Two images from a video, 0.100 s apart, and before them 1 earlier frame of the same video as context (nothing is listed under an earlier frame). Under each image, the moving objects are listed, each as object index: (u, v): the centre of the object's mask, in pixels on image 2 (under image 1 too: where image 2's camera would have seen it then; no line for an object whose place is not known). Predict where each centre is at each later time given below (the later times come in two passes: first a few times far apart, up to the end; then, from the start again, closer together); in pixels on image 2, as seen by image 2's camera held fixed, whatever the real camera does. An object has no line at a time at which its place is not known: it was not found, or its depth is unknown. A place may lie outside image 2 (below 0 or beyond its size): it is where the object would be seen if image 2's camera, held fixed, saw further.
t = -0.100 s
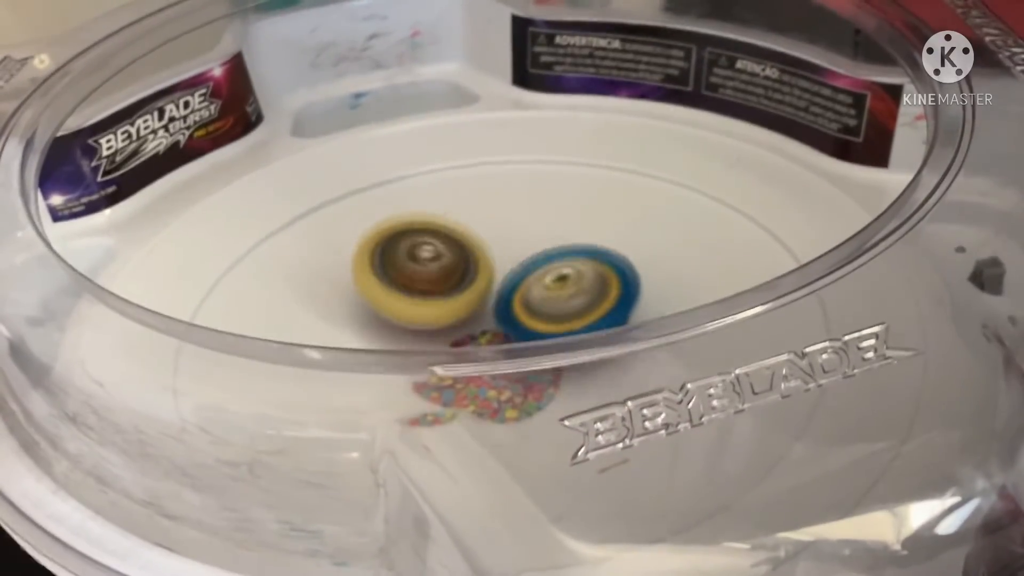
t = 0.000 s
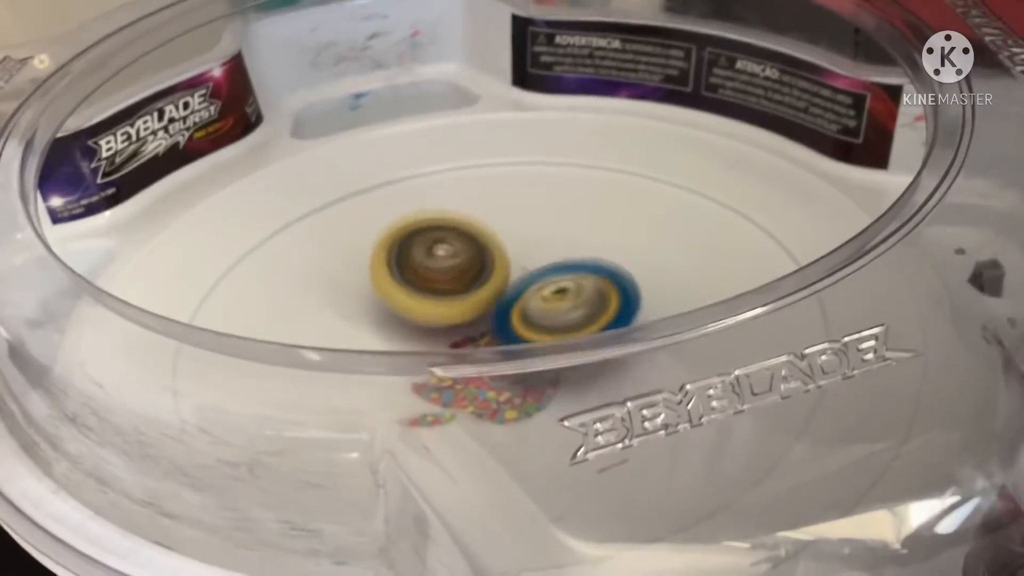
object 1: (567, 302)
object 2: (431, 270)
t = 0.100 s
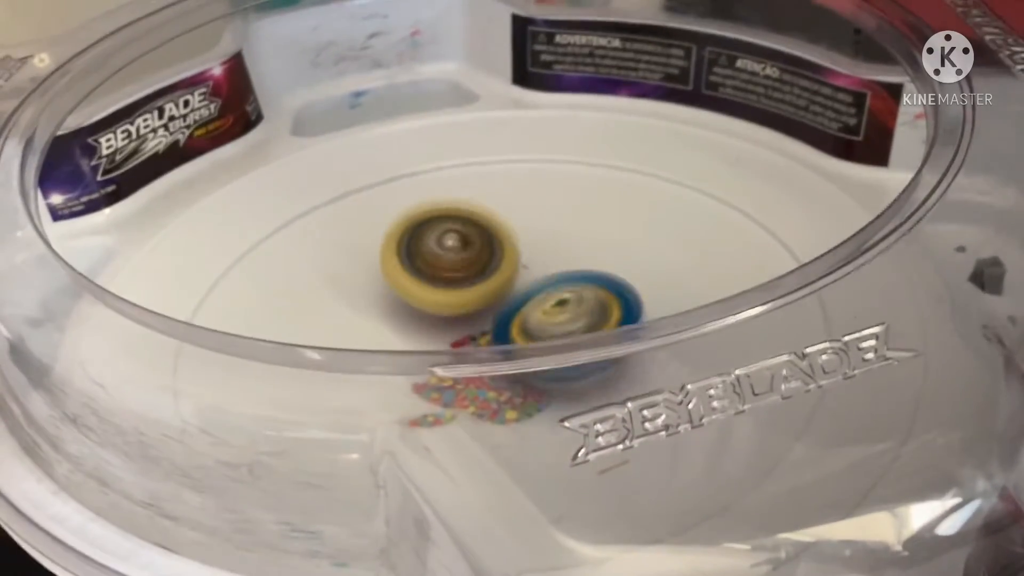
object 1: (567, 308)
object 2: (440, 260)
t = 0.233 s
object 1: (559, 334)
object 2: (457, 258)
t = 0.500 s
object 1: (516, 374)
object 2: (501, 248)
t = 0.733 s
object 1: (466, 380)
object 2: (514, 261)
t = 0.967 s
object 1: (429, 347)
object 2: (528, 279)
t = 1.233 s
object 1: (401, 314)
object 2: (533, 287)
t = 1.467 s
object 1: (400, 292)
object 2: (536, 291)
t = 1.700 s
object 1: (416, 265)
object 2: (556, 300)
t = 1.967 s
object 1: (464, 251)
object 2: (529, 313)
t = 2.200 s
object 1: (520, 248)
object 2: (500, 334)
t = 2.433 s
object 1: (557, 272)
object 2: (448, 328)
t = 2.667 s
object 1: (568, 294)
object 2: (408, 320)
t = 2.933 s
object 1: (562, 311)
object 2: (360, 307)
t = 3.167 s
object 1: (518, 323)
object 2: (372, 294)
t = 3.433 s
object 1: (487, 349)
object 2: (427, 237)
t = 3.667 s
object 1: (460, 322)
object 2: (429, 182)
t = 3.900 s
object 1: (465, 303)
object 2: (441, 208)
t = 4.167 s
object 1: (464, 312)
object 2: (528, 228)
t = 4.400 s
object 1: (474, 315)
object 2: (604, 254)
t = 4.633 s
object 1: (475, 313)
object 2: (611, 275)
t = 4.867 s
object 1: (443, 314)
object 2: (626, 288)
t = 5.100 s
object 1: (445, 306)
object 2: (582, 329)
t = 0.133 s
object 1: (566, 323)
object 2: (443, 260)
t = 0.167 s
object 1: (564, 327)
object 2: (446, 259)
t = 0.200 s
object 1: (561, 332)
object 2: (451, 258)
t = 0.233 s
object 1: (559, 334)
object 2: (457, 258)
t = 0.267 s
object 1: (556, 337)
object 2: (464, 258)
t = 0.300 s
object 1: (551, 338)
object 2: (471, 258)
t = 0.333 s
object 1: (544, 341)
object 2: (478, 259)
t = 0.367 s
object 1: (541, 344)
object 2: (485, 261)
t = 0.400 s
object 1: (534, 343)
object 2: (490, 261)
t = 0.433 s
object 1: (530, 374)
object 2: (496, 254)
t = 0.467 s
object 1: (524, 374)
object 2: (499, 248)
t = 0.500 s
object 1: (516, 374)
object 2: (501, 248)
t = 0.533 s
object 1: (511, 375)
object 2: (503, 249)
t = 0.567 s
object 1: (502, 376)
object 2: (504, 250)
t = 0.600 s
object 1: (494, 377)
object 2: (506, 251)
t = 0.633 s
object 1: (486, 377)
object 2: (508, 253)
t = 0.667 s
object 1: (480, 378)
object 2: (510, 255)
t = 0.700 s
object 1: (473, 379)
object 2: (512, 258)
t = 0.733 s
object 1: (466, 380)
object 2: (514, 261)
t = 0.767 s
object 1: (463, 380)
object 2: (516, 266)
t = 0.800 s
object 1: (456, 350)
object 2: (518, 270)
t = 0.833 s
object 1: (450, 350)
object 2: (520, 273)
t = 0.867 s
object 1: (445, 349)
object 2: (524, 274)
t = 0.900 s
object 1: (436, 351)
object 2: (527, 275)
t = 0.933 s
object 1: (432, 350)
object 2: (528, 276)
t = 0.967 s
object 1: (429, 347)
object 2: (528, 279)
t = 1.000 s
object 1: (423, 341)
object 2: (529, 279)
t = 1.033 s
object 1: (414, 337)
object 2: (530, 278)
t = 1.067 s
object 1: (411, 325)
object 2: (530, 282)
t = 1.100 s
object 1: (410, 322)
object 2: (530, 282)
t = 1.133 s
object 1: (405, 320)
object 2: (534, 283)
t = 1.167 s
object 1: (402, 318)
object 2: (534, 285)
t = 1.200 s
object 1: (401, 316)
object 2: (533, 286)
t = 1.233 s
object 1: (401, 314)
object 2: (533, 287)
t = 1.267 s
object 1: (400, 311)
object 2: (535, 287)
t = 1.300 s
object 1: (399, 308)
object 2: (534, 287)
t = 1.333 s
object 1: (395, 306)
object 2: (539, 287)
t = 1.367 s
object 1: (396, 303)
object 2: (537, 288)
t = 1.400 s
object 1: (397, 299)
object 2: (537, 289)
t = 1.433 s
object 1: (399, 296)
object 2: (536, 290)
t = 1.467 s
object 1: (400, 292)
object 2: (536, 291)
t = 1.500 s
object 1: (404, 288)
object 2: (536, 293)
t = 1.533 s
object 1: (403, 283)
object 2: (542, 294)
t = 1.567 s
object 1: (403, 278)
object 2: (554, 295)
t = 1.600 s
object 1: (405, 275)
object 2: (558, 297)
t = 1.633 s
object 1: (408, 270)
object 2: (556, 298)
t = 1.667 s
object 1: (412, 267)
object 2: (557, 298)
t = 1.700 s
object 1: (416, 265)
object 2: (556, 300)
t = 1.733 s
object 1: (421, 262)
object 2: (555, 301)
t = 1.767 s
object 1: (427, 260)
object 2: (553, 303)
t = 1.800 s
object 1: (433, 258)
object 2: (551, 305)
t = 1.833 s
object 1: (440, 257)
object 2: (548, 306)
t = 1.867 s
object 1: (445, 255)
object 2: (544, 308)
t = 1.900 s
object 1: (451, 254)
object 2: (539, 309)
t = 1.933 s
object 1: (457, 252)
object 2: (534, 311)
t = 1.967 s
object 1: (464, 251)
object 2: (529, 313)
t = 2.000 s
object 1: (471, 249)
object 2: (528, 316)
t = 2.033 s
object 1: (480, 249)
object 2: (524, 318)
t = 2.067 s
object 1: (487, 248)
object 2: (520, 318)
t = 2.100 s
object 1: (495, 248)
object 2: (515, 320)
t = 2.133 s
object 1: (505, 247)
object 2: (509, 322)
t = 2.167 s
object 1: (512, 248)
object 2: (504, 324)
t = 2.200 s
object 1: (520, 248)
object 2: (500, 334)
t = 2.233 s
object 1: (527, 251)
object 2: (493, 326)
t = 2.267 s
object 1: (533, 251)
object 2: (485, 327)
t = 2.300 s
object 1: (538, 256)
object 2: (478, 338)
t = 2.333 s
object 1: (545, 258)
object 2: (471, 328)
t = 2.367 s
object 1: (550, 263)
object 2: (461, 329)
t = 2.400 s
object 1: (555, 264)
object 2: (457, 327)
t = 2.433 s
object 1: (557, 272)
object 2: (448, 328)
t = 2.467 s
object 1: (561, 273)
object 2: (438, 328)
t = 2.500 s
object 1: (564, 281)
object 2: (431, 330)
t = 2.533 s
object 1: (566, 281)
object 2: (427, 327)
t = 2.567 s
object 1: (567, 288)
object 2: (420, 327)
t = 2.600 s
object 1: (569, 288)
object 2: (414, 324)
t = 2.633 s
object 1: (567, 294)
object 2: (413, 325)
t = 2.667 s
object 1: (568, 294)
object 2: (408, 320)
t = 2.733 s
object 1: (577, 298)
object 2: (377, 318)
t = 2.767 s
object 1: (578, 301)
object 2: (371, 316)
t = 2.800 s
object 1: (577, 302)
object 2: (364, 314)
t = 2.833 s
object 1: (575, 305)
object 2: (358, 312)
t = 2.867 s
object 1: (571, 308)
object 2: (357, 311)
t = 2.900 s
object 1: (567, 309)
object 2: (357, 309)
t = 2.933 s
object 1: (562, 311)
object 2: (360, 307)
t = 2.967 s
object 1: (556, 315)
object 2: (357, 306)
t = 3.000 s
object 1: (549, 316)
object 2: (357, 304)
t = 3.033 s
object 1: (543, 318)
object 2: (358, 303)
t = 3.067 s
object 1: (535, 320)
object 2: (360, 302)
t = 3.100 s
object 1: (528, 320)
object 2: (366, 299)
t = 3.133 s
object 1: (521, 323)
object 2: (371, 299)
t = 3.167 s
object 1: (518, 323)
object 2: (372, 294)
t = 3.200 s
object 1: (517, 336)
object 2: (377, 291)
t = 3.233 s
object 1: (513, 338)
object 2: (382, 288)
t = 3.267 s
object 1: (510, 341)
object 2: (388, 284)
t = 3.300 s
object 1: (507, 341)
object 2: (395, 277)
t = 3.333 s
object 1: (502, 340)
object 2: (403, 272)
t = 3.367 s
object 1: (495, 339)
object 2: (410, 266)
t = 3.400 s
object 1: (493, 343)
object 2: (420, 254)
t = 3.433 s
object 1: (487, 349)
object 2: (427, 237)
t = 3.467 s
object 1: (482, 347)
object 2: (432, 219)
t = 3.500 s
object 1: (477, 347)
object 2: (432, 204)
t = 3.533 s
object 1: (474, 344)
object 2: (432, 192)
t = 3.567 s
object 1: (469, 341)
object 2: (431, 184)
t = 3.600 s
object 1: (465, 326)
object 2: (430, 180)
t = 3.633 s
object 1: (463, 323)
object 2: (430, 179)
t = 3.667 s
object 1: (460, 322)
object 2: (429, 182)
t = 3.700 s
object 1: (458, 320)
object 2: (428, 184)
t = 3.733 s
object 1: (457, 317)
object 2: (428, 187)
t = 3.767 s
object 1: (457, 314)
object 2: (428, 191)
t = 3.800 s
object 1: (459, 312)
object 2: (426, 194)
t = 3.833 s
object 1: (460, 310)
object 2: (429, 198)
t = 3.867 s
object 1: (462, 307)
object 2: (433, 204)
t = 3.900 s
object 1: (465, 303)
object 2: (441, 208)
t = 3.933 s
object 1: (463, 306)
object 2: (454, 207)
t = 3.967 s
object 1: (462, 308)
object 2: (463, 203)
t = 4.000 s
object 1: (461, 311)
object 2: (468, 209)
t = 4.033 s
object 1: (463, 309)
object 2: (476, 212)
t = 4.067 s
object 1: (465, 309)
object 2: (485, 217)
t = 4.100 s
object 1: (466, 310)
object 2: (495, 222)
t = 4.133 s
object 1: (464, 311)
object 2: (511, 223)
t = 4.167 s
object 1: (464, 312)
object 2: (528, 228)
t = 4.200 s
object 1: (464, 314)
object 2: (540, 232)
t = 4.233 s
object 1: (466, 315)
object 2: (554, 238)
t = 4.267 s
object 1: (468, 312)
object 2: (566, 238)
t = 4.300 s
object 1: (470, 314)
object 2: (577, 243)
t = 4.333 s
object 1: (472, 313)
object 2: (587, 245)
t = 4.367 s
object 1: (474, 313)
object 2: (596, 248)
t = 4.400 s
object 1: (474, 315)
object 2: (604, 254)
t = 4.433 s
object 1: (476, 313)
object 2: (610, 255)
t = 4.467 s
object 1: (476, 313)
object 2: (610, 260)
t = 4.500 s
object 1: (475, 314)
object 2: (614, 263)
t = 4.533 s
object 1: (476, 313)
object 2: (617, 265)
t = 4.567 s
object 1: (476, 313)
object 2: (615, 269)
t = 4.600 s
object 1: (475, 313)
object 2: (614, 272)
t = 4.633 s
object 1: (475, 313)
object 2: (611, 275)
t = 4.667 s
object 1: (476, 313)
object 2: (611, 277)
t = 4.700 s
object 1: (475, 313)
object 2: (609, 281)
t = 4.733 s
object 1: (463, 315)
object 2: (624, 280)
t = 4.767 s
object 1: (452, 314)
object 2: (633, 280)
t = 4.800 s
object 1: (446, 316)
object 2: (632, 283)
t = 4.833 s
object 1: (443, 315)
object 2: (630, 286)
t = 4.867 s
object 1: (443, 314)
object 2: (626, 288)
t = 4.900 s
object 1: (441, 315)
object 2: (625, 291)
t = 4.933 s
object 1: (441, 313)
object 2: (621, 294)
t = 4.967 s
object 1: (441, 312)
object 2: (618, 296)
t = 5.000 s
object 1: (441, 312)
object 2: (612, 300)
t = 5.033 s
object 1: (443, 309)
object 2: (607, 304)
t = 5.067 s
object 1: (444, 308)
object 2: (597, 310)
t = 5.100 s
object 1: (445, 306)
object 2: (582, 329)
